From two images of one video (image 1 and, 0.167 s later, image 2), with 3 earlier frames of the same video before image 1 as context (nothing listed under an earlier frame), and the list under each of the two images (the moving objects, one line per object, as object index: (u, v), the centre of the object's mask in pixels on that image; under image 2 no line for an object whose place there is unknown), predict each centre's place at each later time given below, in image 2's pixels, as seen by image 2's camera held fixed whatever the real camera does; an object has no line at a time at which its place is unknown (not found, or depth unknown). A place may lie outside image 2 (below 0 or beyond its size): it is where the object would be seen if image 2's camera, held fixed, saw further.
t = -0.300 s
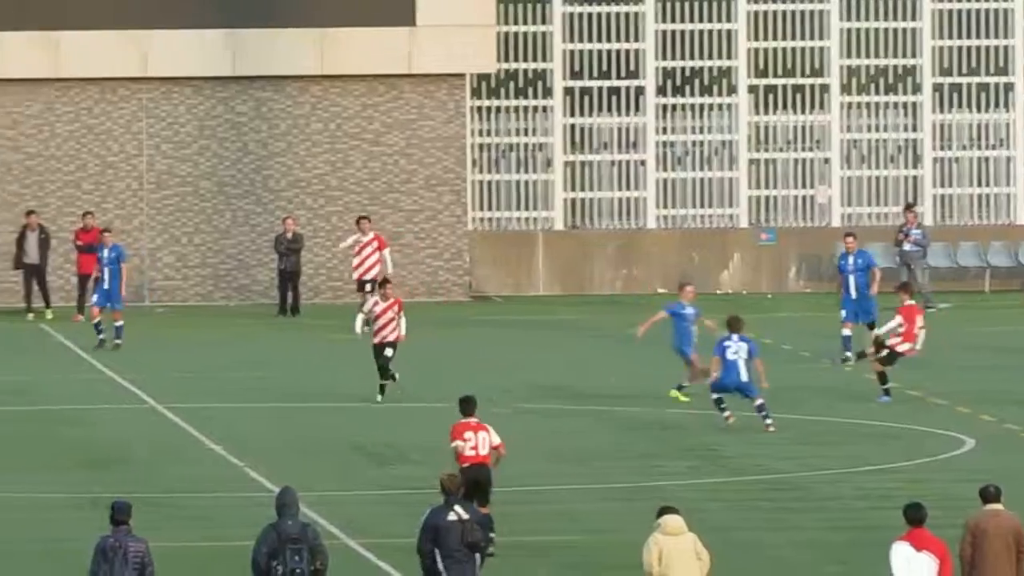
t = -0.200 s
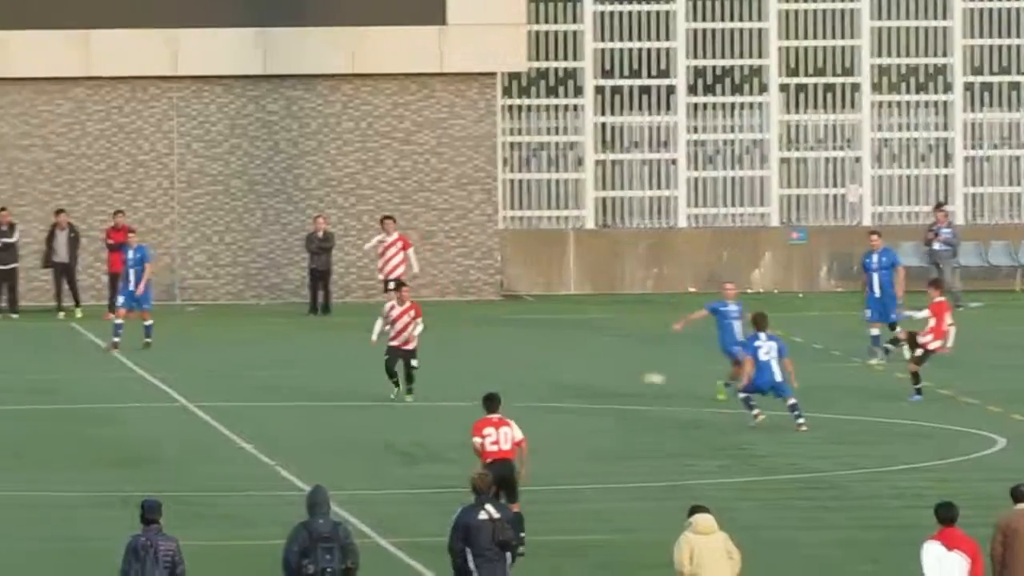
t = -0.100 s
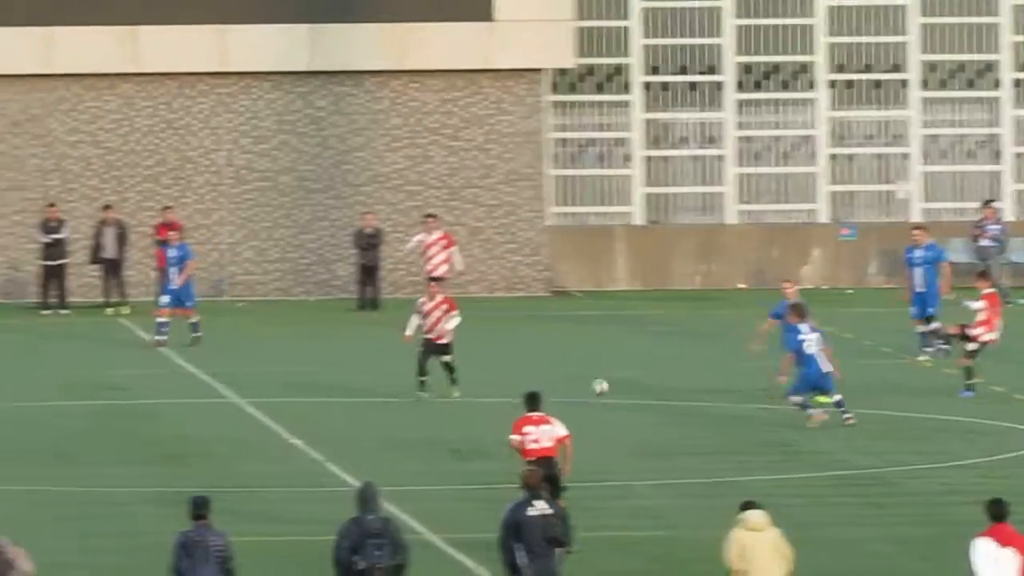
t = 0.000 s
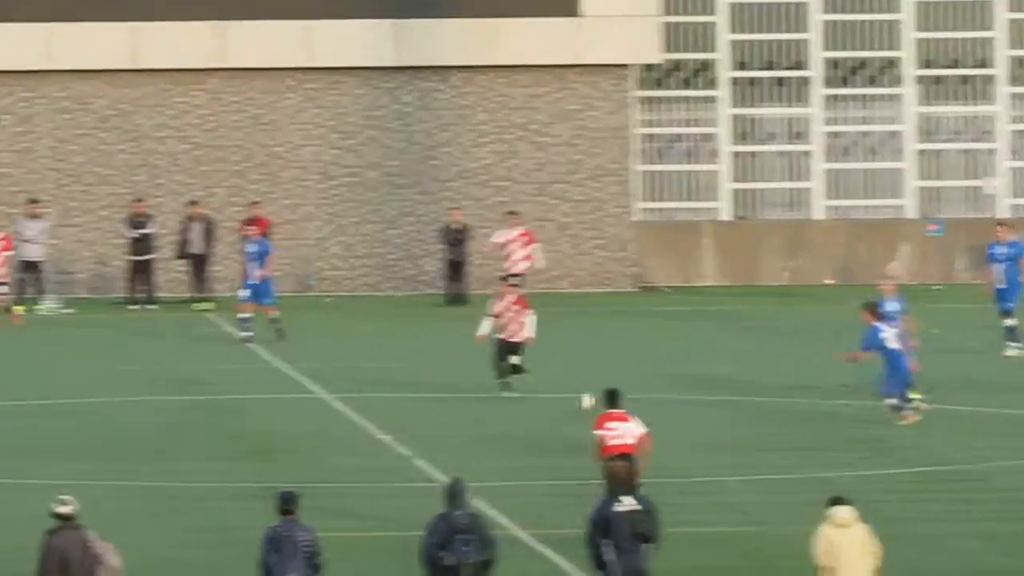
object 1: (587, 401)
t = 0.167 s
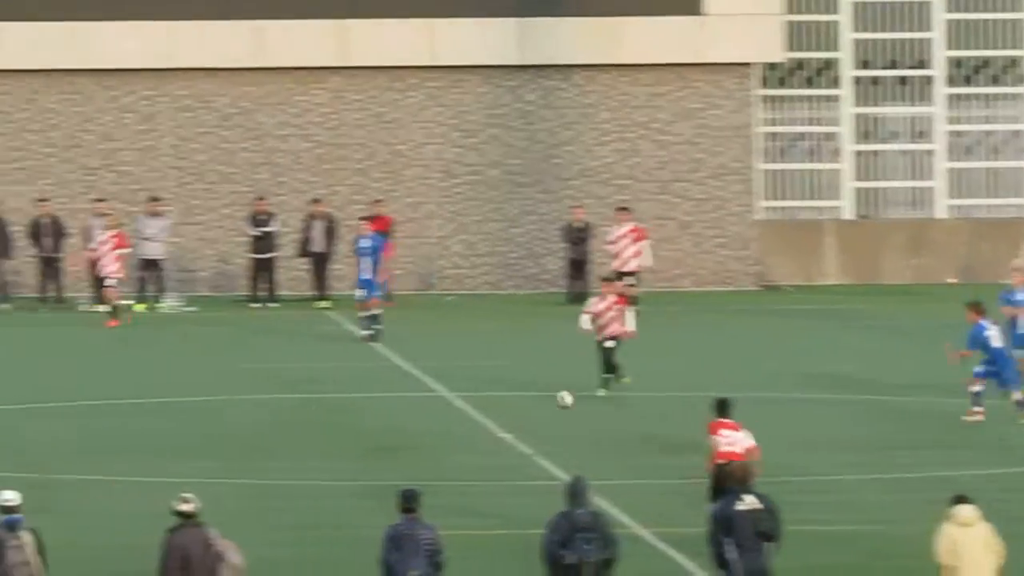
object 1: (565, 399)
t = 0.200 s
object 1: (538, 399)
